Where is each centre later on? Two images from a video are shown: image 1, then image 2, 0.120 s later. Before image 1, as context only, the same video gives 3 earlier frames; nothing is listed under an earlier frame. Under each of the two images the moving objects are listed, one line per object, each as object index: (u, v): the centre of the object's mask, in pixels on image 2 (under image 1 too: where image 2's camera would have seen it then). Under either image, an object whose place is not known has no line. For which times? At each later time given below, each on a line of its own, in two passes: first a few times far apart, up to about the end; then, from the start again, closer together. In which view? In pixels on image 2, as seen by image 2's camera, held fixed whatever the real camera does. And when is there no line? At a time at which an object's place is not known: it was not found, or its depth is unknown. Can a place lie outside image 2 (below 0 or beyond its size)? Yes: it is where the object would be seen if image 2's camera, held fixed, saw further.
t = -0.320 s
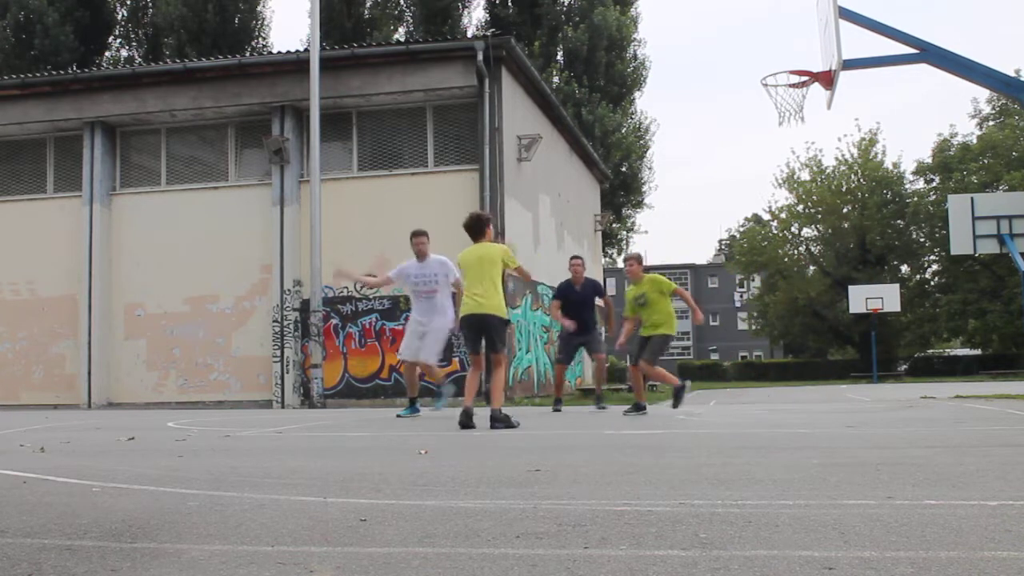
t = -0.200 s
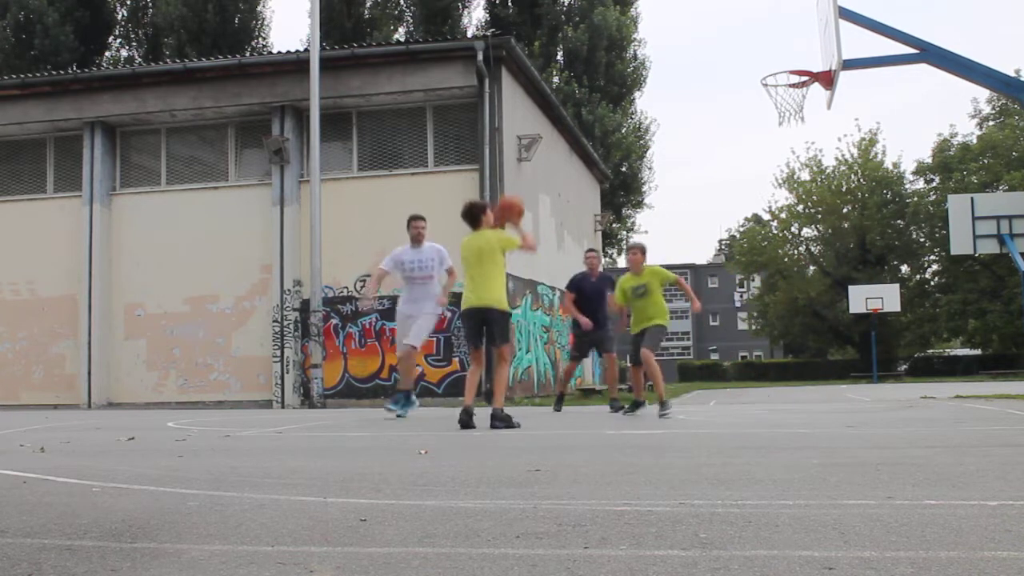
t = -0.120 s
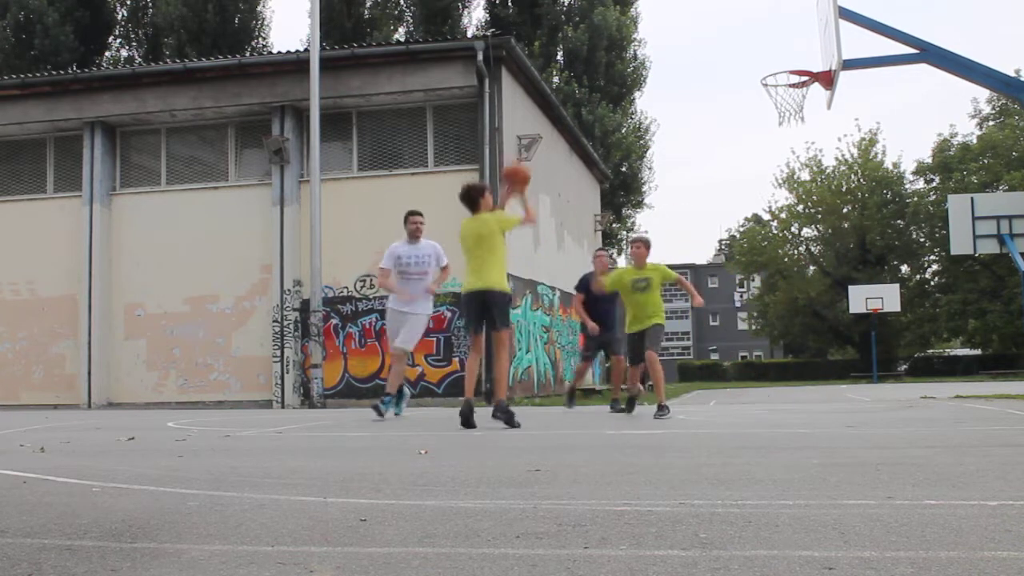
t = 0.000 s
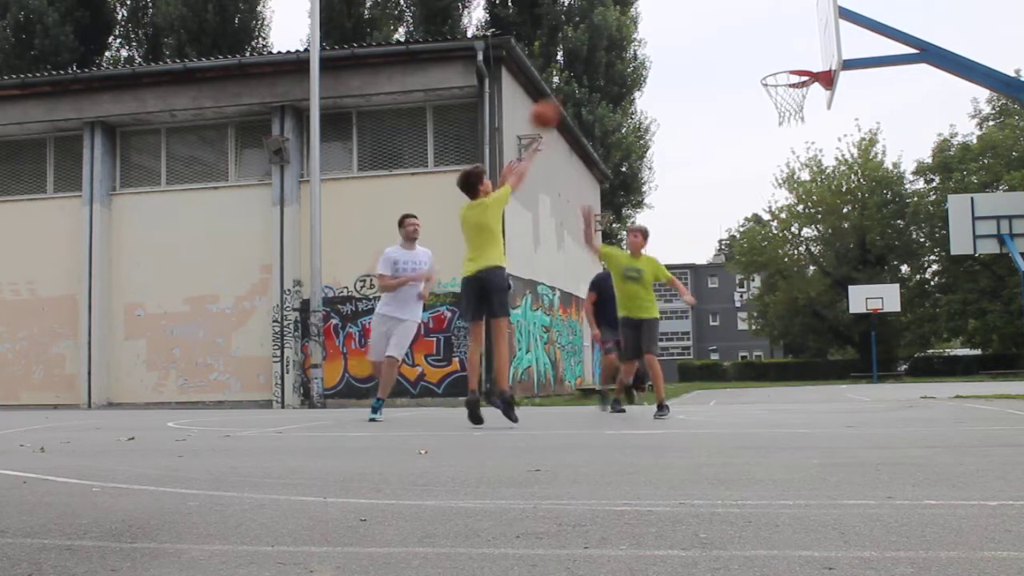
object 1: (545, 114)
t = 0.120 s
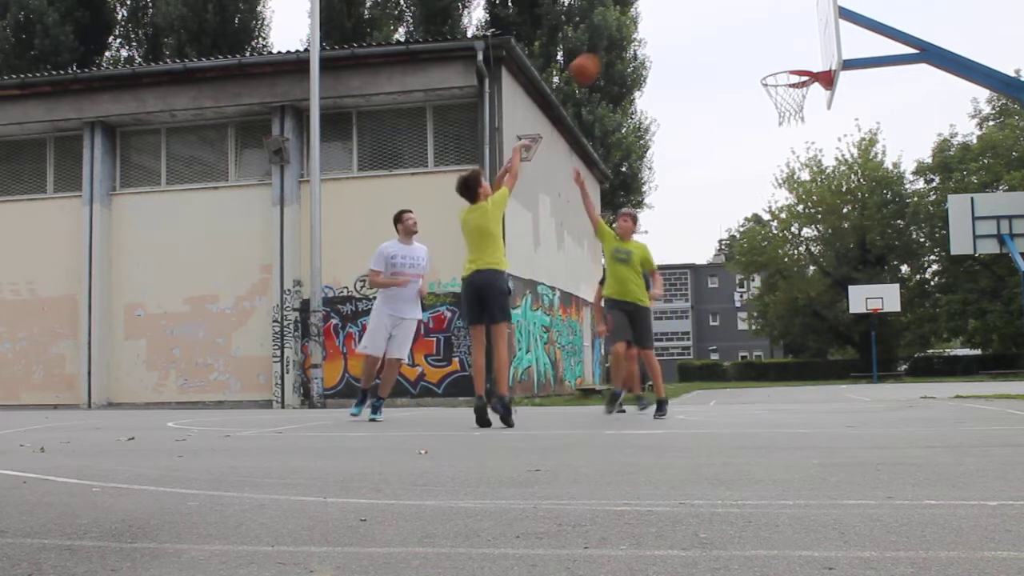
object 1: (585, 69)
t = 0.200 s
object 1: (610, 49)
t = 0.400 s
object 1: (672, 29)
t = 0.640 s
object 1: (746, 62)
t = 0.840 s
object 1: (703, 73)
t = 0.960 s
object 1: (666, 92)
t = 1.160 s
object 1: (606, 161)
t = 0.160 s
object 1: (597, 58)
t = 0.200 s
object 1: (610, 49)
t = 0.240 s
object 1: (620, 41)
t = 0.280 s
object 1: (633, 36)
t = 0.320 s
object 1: (648, 32)
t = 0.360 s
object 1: (660, 30)
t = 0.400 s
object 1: (672, 29)
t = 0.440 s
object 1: (684, 31)
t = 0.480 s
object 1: (697, 34)
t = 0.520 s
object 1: (709, 38)
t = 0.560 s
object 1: (721, 45)
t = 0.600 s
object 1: (733, 53)
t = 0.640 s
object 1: (746, 62)
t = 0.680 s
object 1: (751, 70)
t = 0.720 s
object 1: (740, 69)
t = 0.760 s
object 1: (727, 69)
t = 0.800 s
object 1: (715, 70)
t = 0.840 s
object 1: (703, 73)
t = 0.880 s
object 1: (691, 77)
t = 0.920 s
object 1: (679, 84)
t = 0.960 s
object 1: (666, 92)
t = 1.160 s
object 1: (606, 161)
